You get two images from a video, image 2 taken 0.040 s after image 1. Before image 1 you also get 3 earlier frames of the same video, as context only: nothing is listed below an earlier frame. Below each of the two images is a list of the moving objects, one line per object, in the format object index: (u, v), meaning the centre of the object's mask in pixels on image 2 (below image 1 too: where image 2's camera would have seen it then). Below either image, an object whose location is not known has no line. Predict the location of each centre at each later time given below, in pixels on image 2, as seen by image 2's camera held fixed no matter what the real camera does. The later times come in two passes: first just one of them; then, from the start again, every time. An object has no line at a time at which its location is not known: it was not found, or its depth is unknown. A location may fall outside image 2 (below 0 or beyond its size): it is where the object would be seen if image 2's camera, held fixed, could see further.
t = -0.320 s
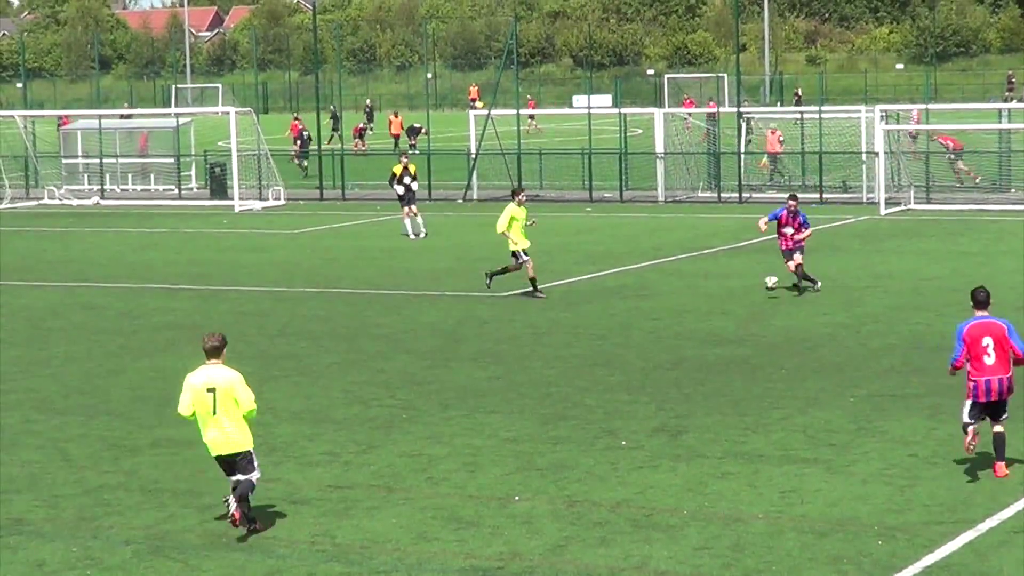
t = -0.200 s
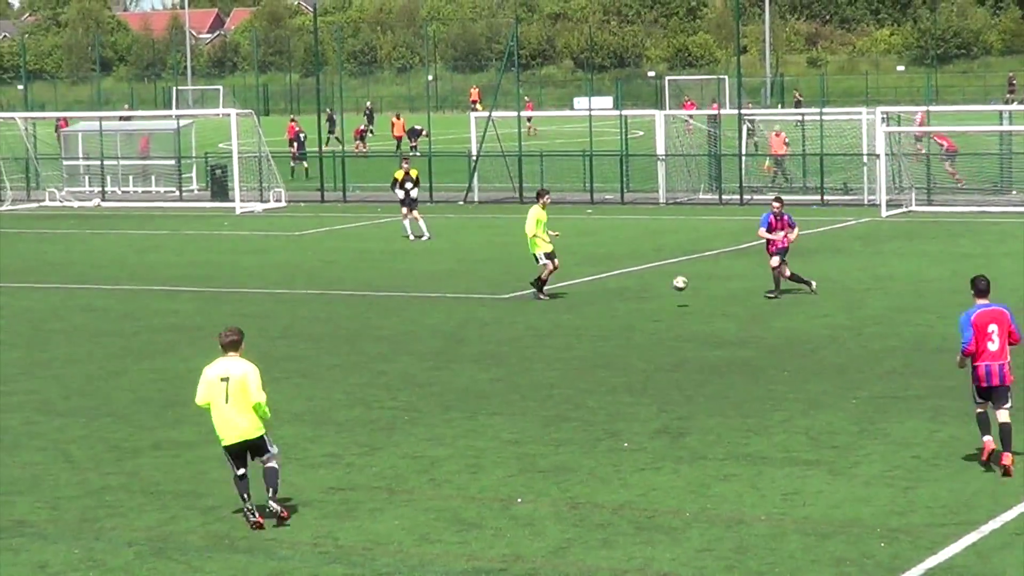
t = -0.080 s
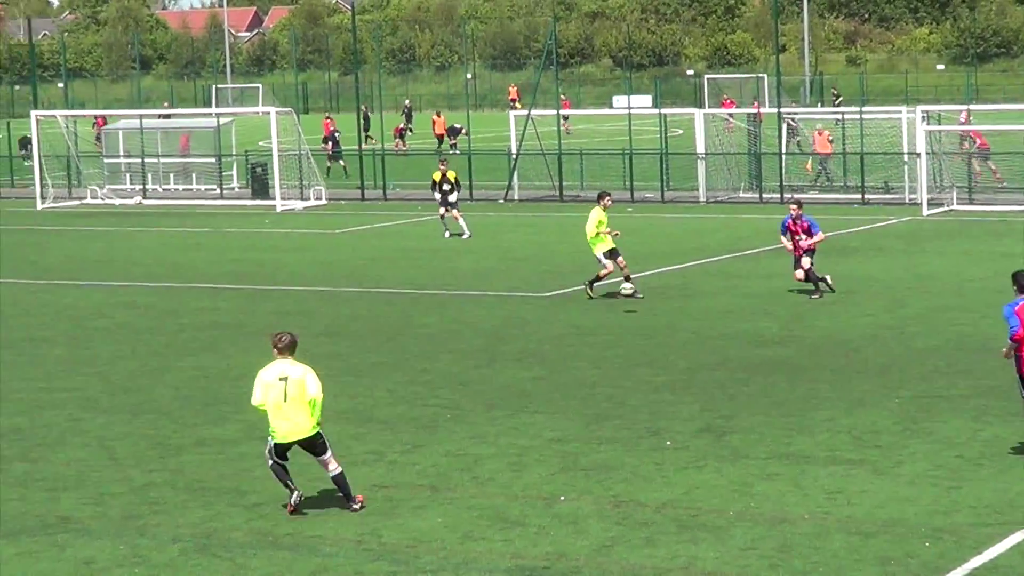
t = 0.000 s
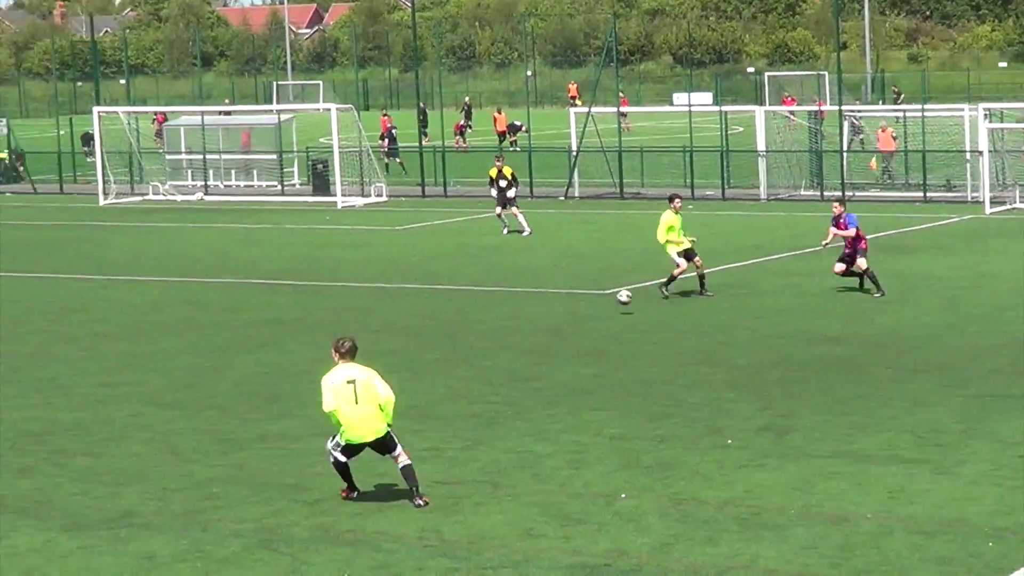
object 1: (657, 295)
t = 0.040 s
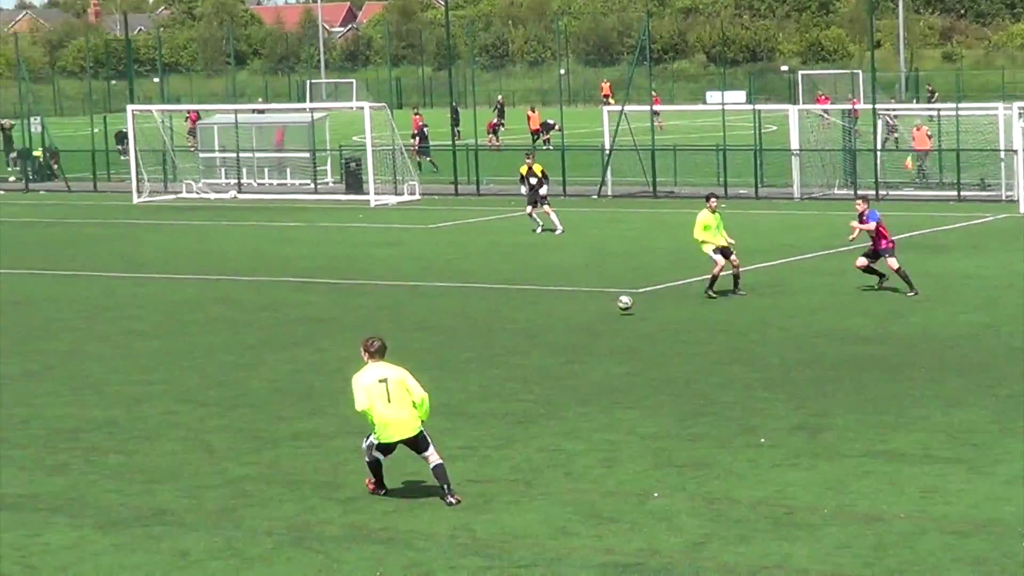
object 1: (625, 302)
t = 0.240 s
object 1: (492, 304)
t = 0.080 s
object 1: (593, 309)
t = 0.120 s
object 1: (568, 306)
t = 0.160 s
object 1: (543, 304)
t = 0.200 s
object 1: (517, 303)
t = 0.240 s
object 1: (492, 304)
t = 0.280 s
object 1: (468, 306)
